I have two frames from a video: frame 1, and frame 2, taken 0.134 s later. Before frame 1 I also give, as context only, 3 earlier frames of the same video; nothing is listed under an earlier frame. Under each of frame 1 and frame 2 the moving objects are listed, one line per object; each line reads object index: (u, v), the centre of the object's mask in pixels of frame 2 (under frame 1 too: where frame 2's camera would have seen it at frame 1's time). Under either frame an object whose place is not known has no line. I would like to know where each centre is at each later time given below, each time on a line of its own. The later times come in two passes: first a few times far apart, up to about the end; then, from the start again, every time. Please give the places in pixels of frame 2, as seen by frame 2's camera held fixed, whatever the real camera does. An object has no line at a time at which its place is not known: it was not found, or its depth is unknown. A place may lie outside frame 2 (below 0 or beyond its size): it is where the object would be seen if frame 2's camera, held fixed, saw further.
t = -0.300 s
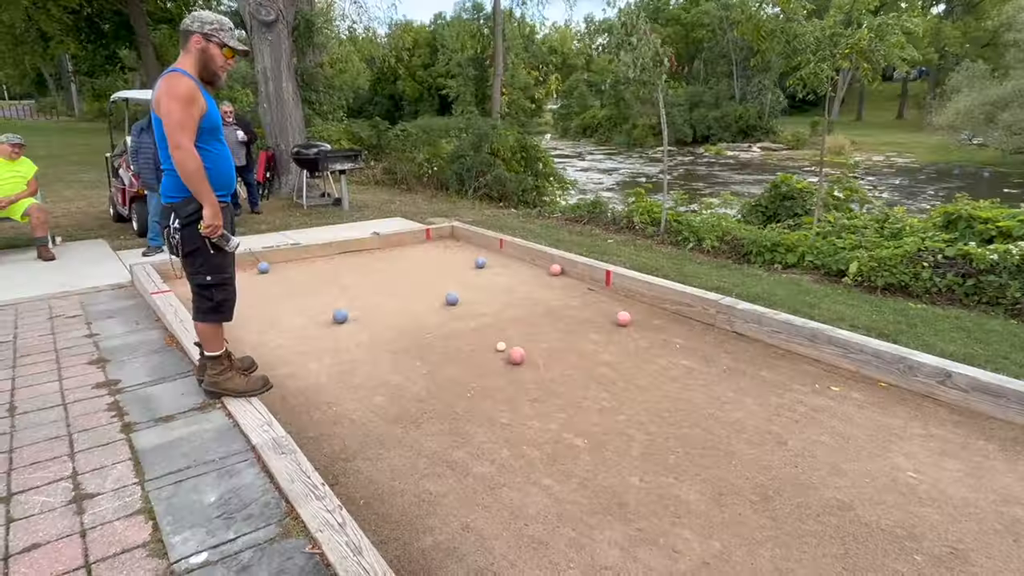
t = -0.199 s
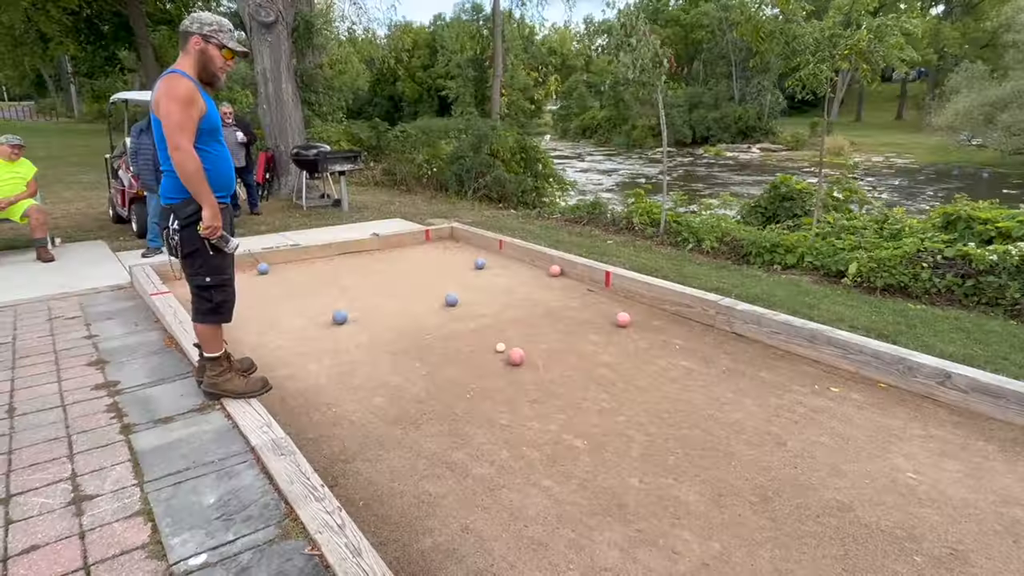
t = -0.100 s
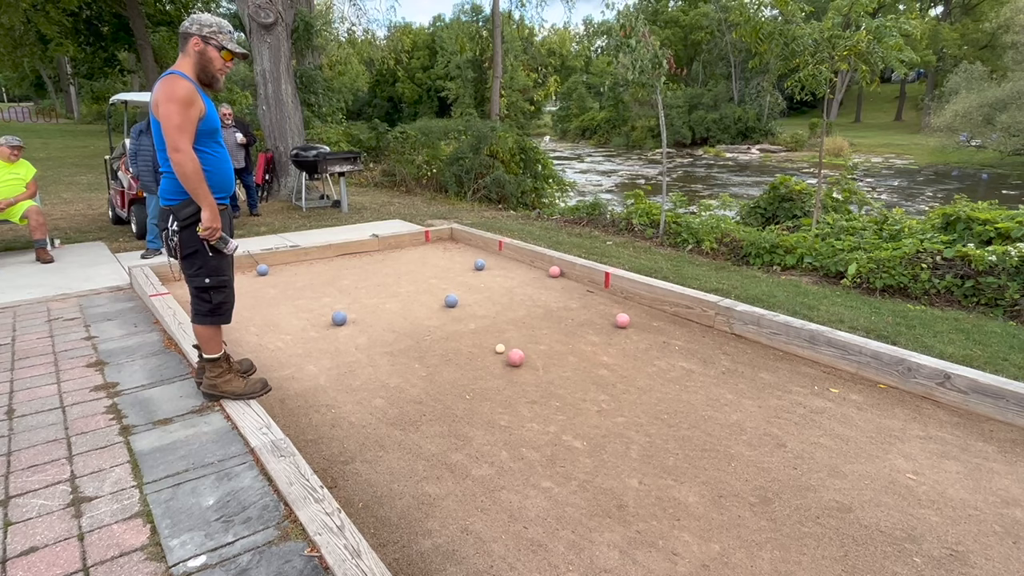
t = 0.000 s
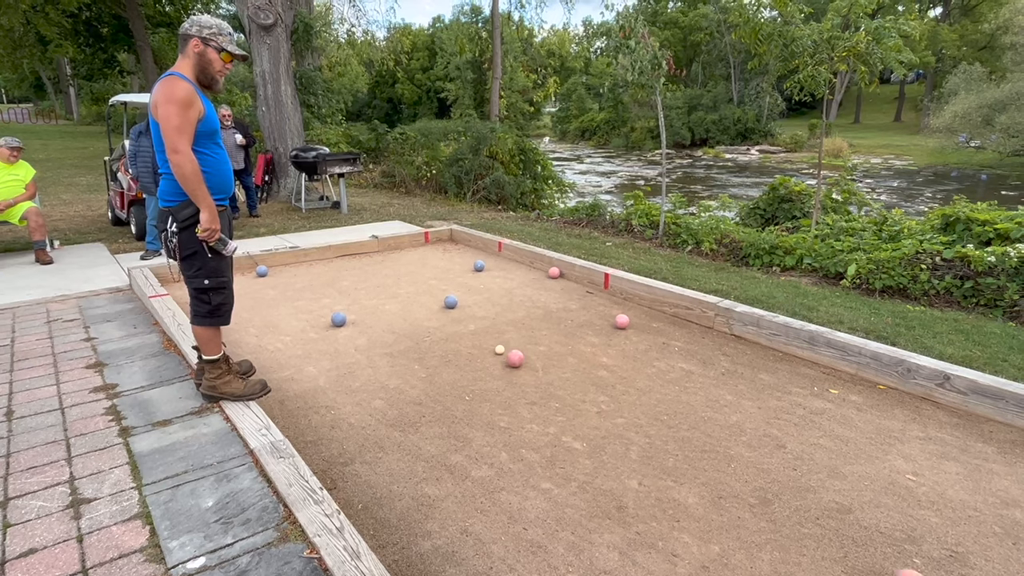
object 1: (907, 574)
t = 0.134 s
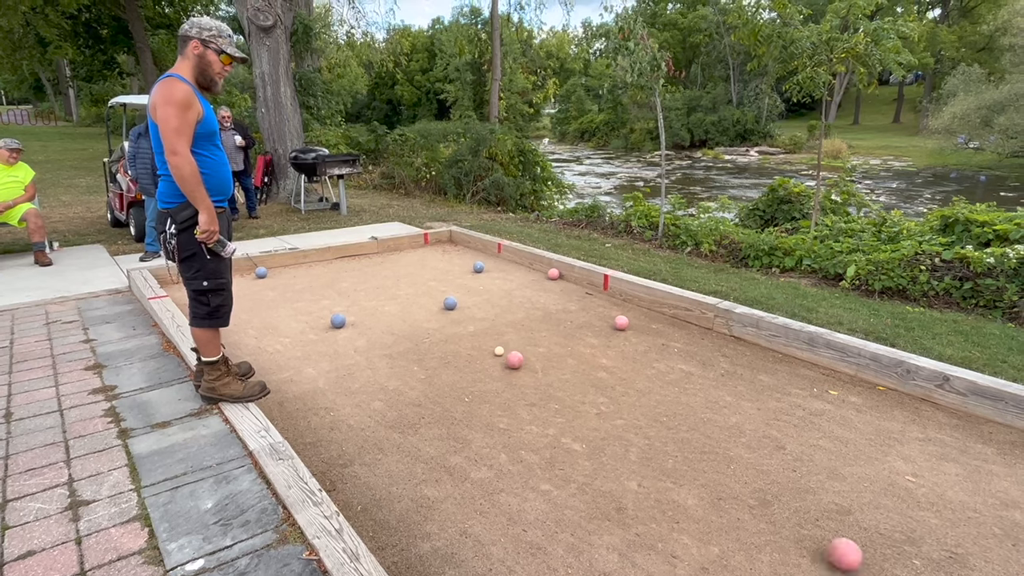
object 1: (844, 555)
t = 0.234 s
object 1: (802, 533)
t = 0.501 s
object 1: (711, 485)
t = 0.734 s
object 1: (651, 453)
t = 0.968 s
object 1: (602, 426)
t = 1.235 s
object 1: (560, 404)
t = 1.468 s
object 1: (533, 388)
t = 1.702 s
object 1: (511, 374)
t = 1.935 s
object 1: (494, 364)
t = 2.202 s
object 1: (479, 354)
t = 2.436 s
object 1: (469, 347)
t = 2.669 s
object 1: (462, 342)
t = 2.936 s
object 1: (456, 338)
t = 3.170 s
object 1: (449, 335)
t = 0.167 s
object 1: (830, 547)
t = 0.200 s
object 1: (816, 540)
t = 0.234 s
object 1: (802, 533)
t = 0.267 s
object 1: (790, 526)
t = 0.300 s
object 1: (777, 520)
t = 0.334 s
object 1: (765, 514)
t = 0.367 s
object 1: (753, 507)
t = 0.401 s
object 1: (742, 501)
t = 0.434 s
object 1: (731, 496)
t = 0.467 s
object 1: (721, 491)
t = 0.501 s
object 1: (711, 485)
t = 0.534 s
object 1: (700, 480)
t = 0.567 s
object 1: (691, 476)
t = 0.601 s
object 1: (683, 470)
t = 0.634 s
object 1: (675, 466)
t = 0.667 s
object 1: (666, 462)
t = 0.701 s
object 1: (657, 457)
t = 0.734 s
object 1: (651, 453)
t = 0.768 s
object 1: (642, 449)
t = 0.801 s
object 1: (636, 445)
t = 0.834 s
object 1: (629, 441)
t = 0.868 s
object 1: (622, 438)
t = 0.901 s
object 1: (614, 434)
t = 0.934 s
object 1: (608, 430)
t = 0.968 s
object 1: (602, 426)
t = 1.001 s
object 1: (596, 423)
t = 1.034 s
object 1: (590, 420)
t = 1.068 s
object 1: (584, 417)
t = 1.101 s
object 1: (579, 414)
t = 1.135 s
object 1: (574, 411)
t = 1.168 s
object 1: (569, 408)
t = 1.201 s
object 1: (564, 406)
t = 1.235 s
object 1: (560, 404)
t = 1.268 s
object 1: (555, 401)
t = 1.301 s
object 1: (550, 399)
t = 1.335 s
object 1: (547, 396)
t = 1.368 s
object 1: (543, 394)
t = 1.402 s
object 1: (539, 392)
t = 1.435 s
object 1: (536, 389)
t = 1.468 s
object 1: (533, 388)
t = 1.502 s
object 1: (529, 386)
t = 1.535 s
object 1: (526, 384)
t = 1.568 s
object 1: (523, 381)
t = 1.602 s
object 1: (520, 380)
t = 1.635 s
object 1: (516, 378)
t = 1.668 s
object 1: (514, 376)
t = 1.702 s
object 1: (511, 374)
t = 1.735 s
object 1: (508, 372)
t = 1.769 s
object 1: (506, 371)
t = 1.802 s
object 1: (504, 369)
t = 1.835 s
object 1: (502, 368)
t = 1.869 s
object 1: (499, 367)
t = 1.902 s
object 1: (496, 365)
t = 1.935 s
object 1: (494, 364)
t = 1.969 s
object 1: (492, 362)
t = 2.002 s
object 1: (490, 361)
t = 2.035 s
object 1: (488, 360)
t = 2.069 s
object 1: (486, 359)
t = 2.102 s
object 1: (484, 357)
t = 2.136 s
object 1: (482, 356)
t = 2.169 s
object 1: (481, 355)
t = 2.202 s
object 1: (479, 354)
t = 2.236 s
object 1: (477, 353)
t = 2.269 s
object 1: (476, 352)
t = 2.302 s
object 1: (474, 351)
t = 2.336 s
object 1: (473, 350)
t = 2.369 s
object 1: (472, 349)
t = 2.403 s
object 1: (470, 348)
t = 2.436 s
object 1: (469, 347)
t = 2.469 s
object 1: (468, 347)
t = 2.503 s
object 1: (467, 346)
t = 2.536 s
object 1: (466, 345)
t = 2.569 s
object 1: (465, 344)
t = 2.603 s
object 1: (464, 344)
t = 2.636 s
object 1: (463, 343)
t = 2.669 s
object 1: (462, 342)
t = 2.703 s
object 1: (461, 342)
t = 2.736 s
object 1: (459, 341)
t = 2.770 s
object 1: (458, 340)
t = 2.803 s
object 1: (458, 340)
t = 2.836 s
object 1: (457, 339)
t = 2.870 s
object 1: (457, 339)
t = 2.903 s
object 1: (456, 339)
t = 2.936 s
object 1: (456, 338)
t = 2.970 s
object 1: (454, 338)
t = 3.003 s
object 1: (452, 336)
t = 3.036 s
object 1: (451, 336)
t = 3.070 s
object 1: (449, 335)
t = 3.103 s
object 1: (449, 335)
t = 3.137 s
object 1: (449, 335)
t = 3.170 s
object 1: (449, 335)
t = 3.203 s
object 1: (449, 335)
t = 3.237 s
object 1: (448, 335)
